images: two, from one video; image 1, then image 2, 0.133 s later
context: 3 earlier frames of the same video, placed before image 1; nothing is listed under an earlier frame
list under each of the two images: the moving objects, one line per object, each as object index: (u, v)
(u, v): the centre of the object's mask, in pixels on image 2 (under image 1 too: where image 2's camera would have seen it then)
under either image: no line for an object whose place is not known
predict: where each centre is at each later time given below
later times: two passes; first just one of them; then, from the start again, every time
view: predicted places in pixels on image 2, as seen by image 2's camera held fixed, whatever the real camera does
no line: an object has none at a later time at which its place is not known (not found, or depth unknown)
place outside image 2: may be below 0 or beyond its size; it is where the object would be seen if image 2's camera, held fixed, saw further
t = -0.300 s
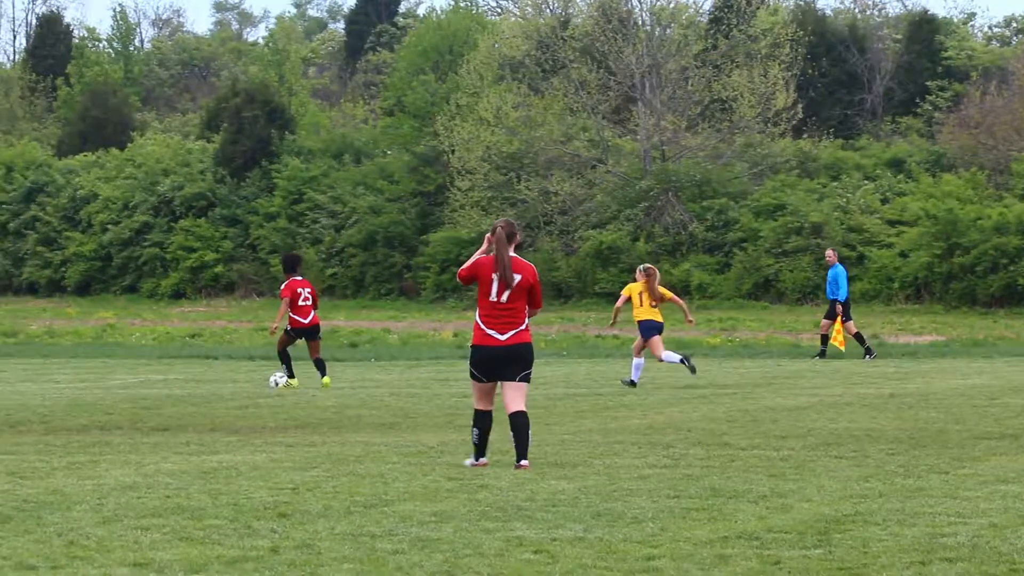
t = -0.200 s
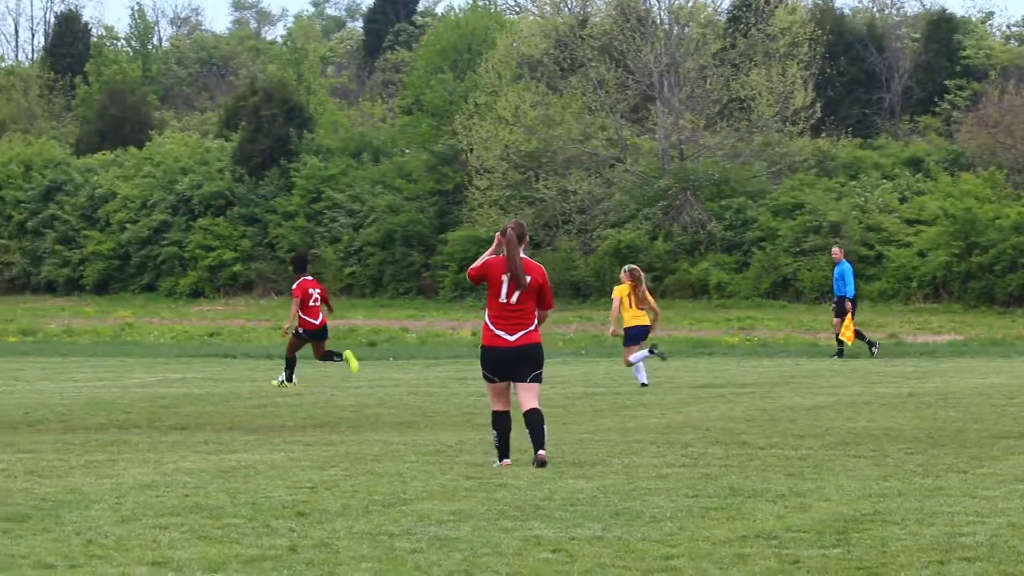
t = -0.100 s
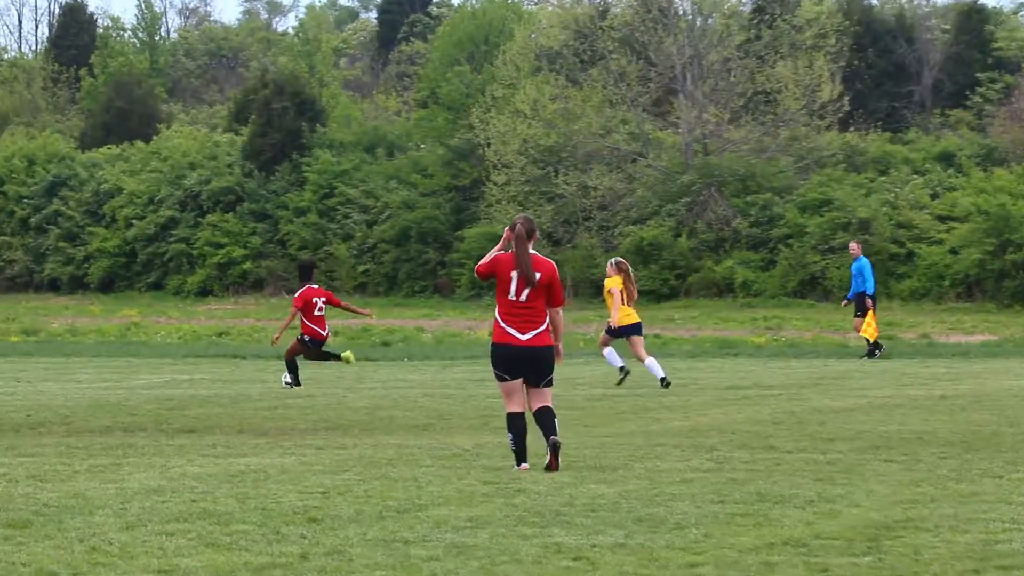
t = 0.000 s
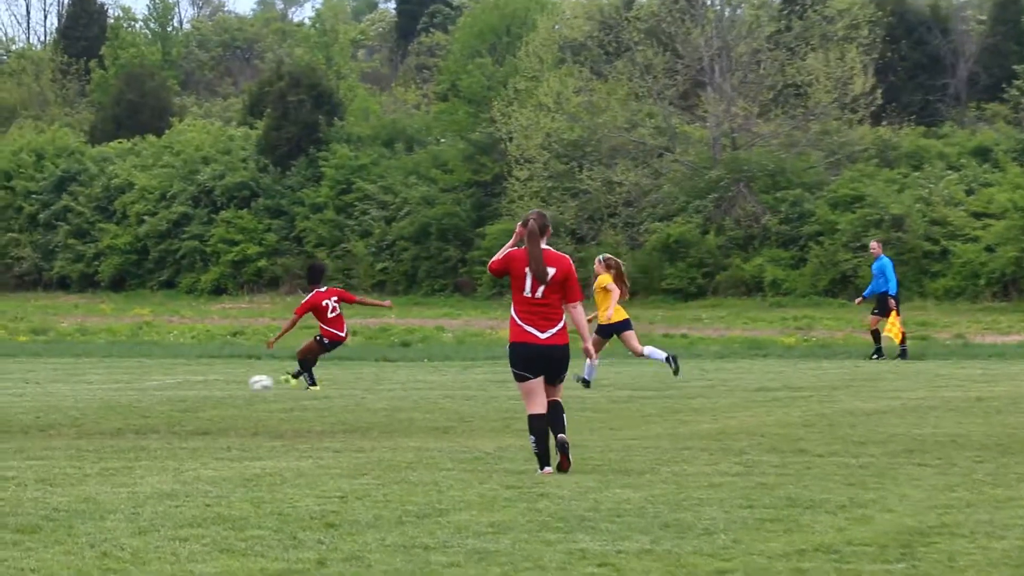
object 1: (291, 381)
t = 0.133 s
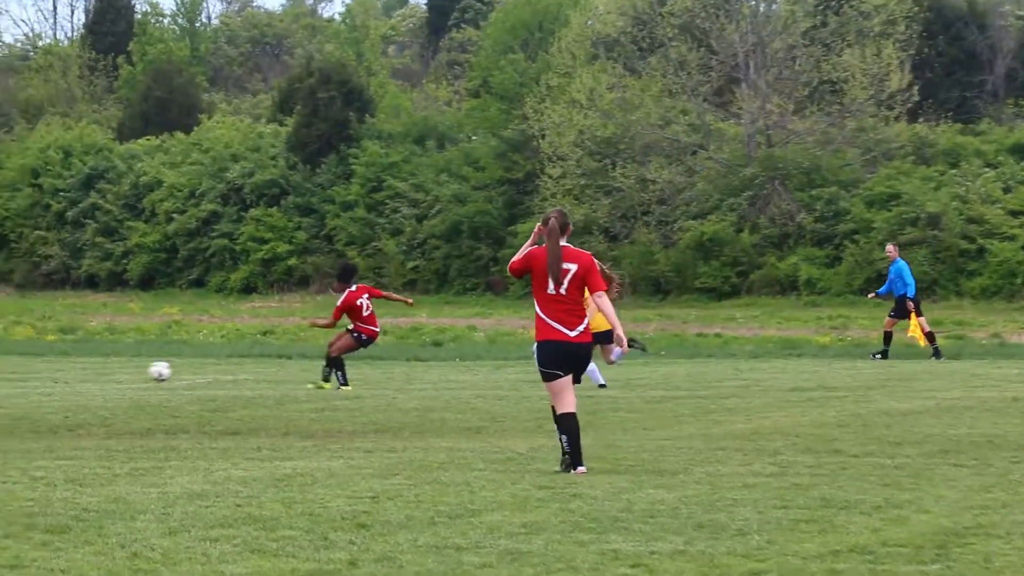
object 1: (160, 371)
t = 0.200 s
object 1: (95, 371)
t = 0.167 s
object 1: (127, 370)
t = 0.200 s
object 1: (95, 371)
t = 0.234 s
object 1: (62, 370)
